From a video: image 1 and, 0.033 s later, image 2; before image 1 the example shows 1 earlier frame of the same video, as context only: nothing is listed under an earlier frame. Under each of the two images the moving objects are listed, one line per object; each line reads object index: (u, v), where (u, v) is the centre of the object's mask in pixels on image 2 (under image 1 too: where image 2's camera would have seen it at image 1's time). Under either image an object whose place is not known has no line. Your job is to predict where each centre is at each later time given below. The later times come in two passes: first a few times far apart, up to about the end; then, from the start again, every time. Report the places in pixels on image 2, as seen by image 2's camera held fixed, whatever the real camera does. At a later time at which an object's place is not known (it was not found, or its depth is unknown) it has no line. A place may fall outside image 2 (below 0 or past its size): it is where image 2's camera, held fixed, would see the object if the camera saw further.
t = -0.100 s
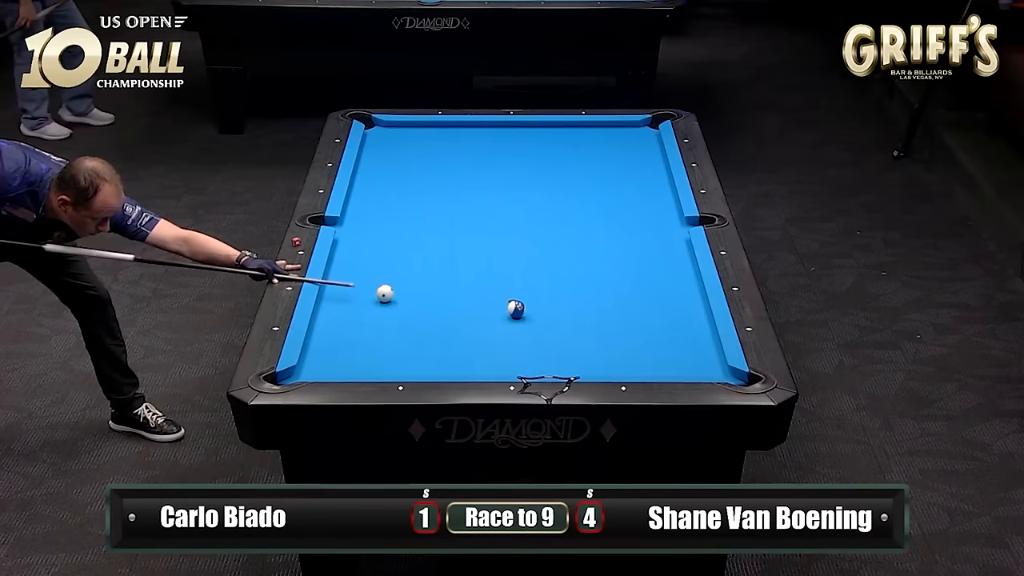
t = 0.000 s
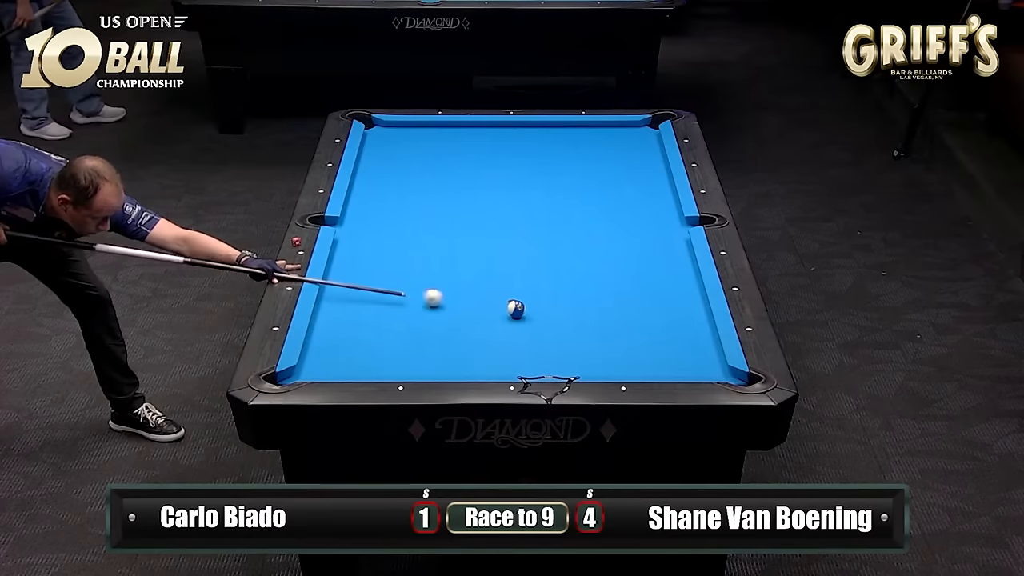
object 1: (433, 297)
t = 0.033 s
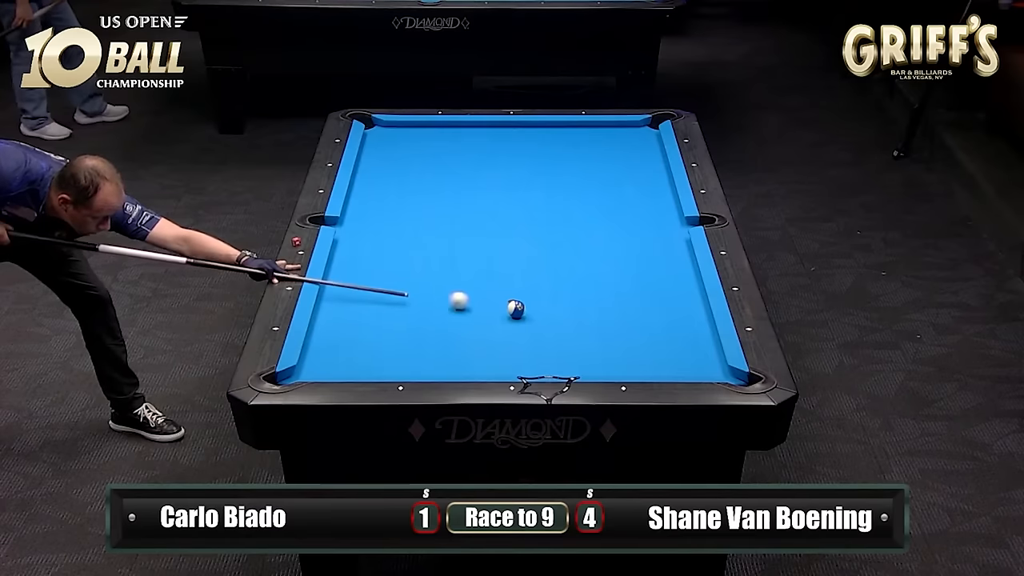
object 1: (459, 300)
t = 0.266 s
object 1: (546, 290)
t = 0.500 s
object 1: (619, 277)
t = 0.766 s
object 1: (681, 264)
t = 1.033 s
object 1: (628, 252)
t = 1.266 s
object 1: (587, 242)
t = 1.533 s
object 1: (543, 232)
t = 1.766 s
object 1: (504, 223)
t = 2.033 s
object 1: (467, 214)
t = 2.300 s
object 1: (430, 205)
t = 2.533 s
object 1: (398, 197)
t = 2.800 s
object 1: (367, 190)
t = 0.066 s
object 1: (484, 302)
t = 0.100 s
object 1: (504, 303)
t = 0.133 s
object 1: (516, 299)
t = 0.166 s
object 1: (524, 296)
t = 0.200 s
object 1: (528, 295)
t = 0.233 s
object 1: (537, 292)
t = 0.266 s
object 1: (546, 290)
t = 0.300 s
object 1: (556, 288)
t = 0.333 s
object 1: (566, 285)
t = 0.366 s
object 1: (576, 284)
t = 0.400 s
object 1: (587, 282)
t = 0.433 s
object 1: (598, 280)
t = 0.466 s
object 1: (608, 279)
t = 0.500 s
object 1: (619, 277)
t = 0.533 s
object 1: (635, 274)
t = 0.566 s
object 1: (646, 273)
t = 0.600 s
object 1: (651, 272)
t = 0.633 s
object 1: (661, 270)
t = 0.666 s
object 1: (672, 269)
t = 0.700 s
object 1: (681, 267)
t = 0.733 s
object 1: (689, 265)
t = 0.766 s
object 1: (681, 264)
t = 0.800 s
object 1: (673, 262)
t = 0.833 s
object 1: (665, 261)
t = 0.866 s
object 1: (659, 259)
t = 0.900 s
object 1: (652, 257)
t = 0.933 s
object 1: (643, 255)
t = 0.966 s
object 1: (637, 254)
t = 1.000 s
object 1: (634, 253)
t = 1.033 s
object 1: (628, 252)
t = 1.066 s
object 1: (622, 251)
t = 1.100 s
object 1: (616, 249)
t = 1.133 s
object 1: (610, 248)
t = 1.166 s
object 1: (604, 246)
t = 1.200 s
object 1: (598, 245)
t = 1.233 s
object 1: (592, 243)
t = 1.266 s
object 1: (587, 242)
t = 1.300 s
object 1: (581, 241)
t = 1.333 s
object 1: (572, 239)
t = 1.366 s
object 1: (567, 237)
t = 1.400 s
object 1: (564, 237)
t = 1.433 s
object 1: (559, 235)
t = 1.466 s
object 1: (554, 234)
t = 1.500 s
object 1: (548, 233)
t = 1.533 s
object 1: (543, 232)
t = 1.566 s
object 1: (537, 230)
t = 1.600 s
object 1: (532, 229)
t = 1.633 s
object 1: (527, 228)
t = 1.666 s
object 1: (521, 227)
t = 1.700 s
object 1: (516, 225)
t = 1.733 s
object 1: (509, 223)
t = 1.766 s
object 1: (504, 223)
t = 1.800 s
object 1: (501, 222)
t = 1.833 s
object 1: (497, 221)
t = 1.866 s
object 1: (491, 219)
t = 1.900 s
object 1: (486, 218)
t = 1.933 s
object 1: (482, 217)
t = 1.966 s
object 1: (477, 216)
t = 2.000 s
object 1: (472, 215)
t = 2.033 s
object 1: (467, 214)
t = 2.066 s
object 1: (462, 212)
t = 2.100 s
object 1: (458, 212)
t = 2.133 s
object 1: (451, 210)
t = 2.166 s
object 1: (446, 209)
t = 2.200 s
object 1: (444, 208)
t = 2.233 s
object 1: (439, 207)
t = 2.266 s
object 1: (435, 206)
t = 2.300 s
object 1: (430, 205)
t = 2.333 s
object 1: (426, 204)
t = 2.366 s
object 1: (422, 203)
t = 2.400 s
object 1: (417, 201)
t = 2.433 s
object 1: (413, 201)
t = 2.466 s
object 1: (408, 200)
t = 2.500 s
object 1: (404, 199)
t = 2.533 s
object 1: (398, 197)
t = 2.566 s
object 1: (394, 196)
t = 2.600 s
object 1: (391, 196)
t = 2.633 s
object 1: (387, 195)
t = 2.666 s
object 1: (383, 194)
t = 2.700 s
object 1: (379, 193)
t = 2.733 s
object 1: (375, 192)
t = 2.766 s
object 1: (371, 191)
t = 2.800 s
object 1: (367, 190)
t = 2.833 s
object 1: (363, 189)
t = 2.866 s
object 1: (359, 188)
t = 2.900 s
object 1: (356, 187)
